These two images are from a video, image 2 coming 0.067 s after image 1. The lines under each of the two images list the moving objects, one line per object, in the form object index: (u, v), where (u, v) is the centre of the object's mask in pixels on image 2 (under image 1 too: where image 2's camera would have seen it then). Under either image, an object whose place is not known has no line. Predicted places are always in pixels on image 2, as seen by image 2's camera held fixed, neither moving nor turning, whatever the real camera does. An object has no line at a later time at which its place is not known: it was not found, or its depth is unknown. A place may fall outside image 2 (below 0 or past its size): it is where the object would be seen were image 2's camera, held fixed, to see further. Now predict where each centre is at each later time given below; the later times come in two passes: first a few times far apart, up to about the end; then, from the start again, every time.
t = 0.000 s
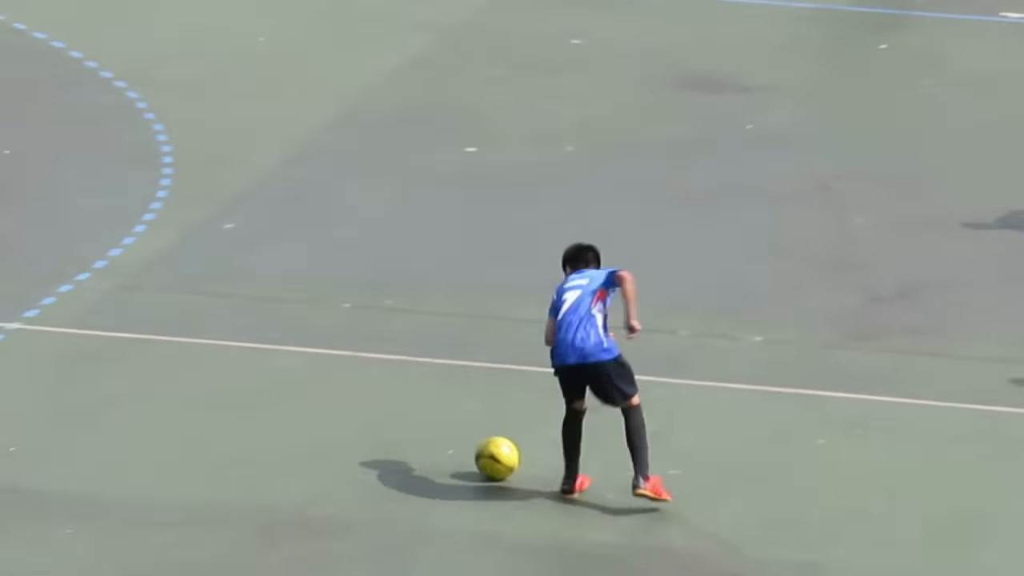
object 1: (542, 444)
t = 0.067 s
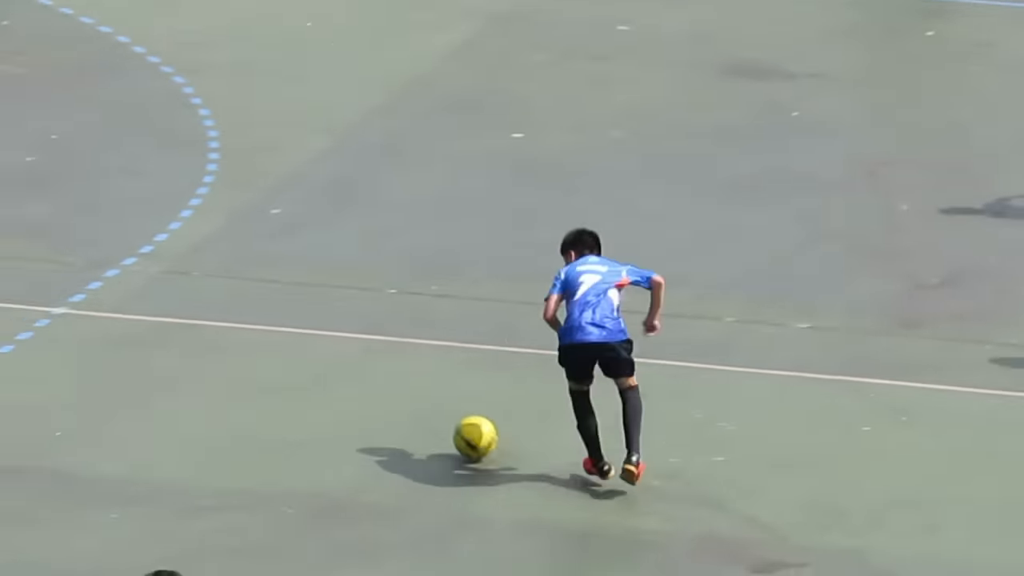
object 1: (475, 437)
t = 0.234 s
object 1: (314, 430)
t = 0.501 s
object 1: (55, 416)
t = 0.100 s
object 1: (443, 437)
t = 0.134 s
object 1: (410, 435)
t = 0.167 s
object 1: (378, 433)
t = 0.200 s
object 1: (346, 432)
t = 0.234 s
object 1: (314, 430)
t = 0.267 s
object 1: (281, 428)
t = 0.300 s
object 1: (249, 426)
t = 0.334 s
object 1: (217, 424)
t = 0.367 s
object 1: (185, 422)
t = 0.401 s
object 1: (152, 420)
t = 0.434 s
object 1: (120, 419)
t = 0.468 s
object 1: (88, 417)
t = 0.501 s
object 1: (55, 416)
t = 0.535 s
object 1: (23, 414)
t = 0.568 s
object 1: (-10, 412)
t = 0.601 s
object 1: (-43, 411)
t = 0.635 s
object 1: (-75, 409)
